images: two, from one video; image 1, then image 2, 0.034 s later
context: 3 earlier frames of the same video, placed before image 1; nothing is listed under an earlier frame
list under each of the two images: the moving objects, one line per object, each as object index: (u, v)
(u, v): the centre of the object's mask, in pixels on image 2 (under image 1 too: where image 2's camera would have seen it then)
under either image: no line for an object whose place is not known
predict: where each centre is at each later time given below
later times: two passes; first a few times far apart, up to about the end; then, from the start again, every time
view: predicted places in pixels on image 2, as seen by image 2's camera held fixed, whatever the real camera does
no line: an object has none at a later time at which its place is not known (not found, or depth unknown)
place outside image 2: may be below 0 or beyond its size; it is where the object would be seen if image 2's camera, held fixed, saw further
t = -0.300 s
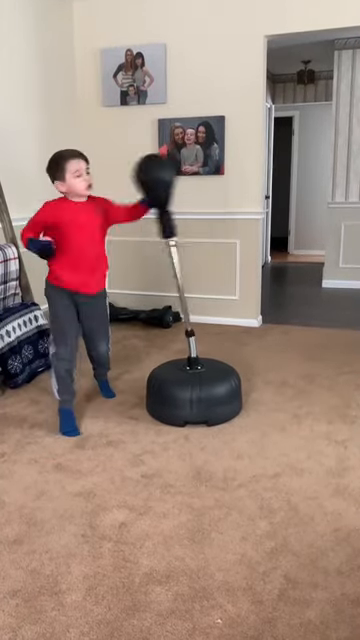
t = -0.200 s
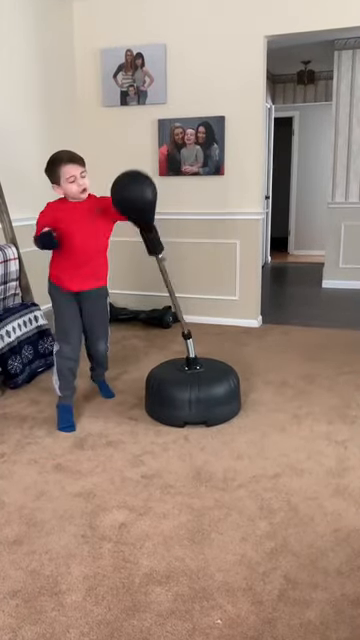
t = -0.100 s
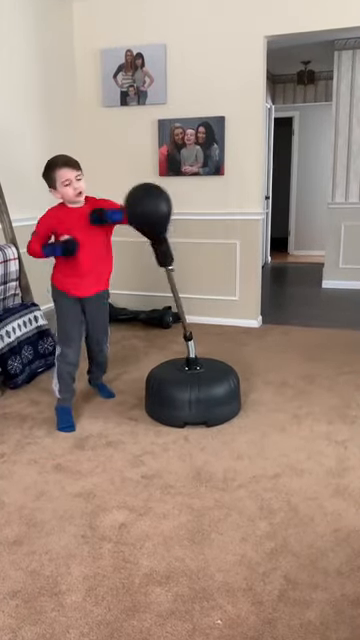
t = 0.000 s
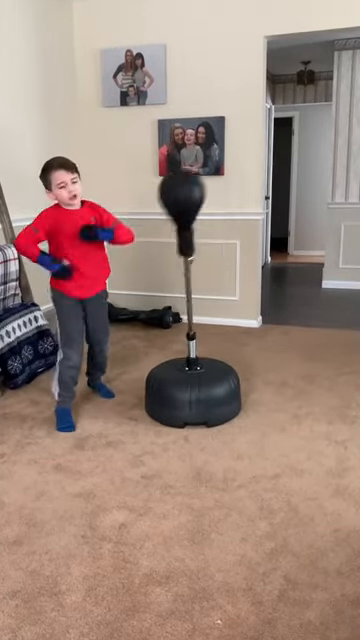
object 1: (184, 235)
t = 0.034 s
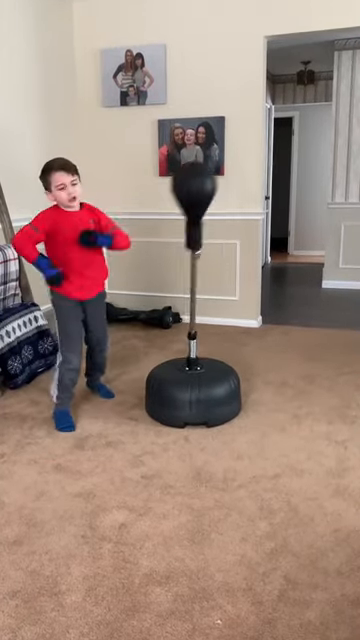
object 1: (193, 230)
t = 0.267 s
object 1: (205, 240)
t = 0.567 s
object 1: (179, 225)
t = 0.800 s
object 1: (202, 234)
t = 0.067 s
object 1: (201, 226)
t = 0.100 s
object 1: (207, 224)
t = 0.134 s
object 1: (211, 225)
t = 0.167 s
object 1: (212, 227)
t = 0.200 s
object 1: (211, 232)
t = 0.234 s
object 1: (208, 237)
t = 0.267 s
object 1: (205, 240)
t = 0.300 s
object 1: (202, 244)
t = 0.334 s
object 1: (199, 246)
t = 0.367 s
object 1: (195, 244)
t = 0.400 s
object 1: (192, 243)
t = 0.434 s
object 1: (188, 240)
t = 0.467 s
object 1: (185, 235)
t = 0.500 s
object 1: (182, 229)
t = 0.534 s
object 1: (180, 228)
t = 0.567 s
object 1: (179, 225)
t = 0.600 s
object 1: (180, 224)
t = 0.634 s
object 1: (183, 224)
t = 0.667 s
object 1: (187, 227)
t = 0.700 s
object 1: (191, 229)
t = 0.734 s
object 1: (195, 232)
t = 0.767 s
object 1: (199, 234)
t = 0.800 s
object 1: (202, 234)
